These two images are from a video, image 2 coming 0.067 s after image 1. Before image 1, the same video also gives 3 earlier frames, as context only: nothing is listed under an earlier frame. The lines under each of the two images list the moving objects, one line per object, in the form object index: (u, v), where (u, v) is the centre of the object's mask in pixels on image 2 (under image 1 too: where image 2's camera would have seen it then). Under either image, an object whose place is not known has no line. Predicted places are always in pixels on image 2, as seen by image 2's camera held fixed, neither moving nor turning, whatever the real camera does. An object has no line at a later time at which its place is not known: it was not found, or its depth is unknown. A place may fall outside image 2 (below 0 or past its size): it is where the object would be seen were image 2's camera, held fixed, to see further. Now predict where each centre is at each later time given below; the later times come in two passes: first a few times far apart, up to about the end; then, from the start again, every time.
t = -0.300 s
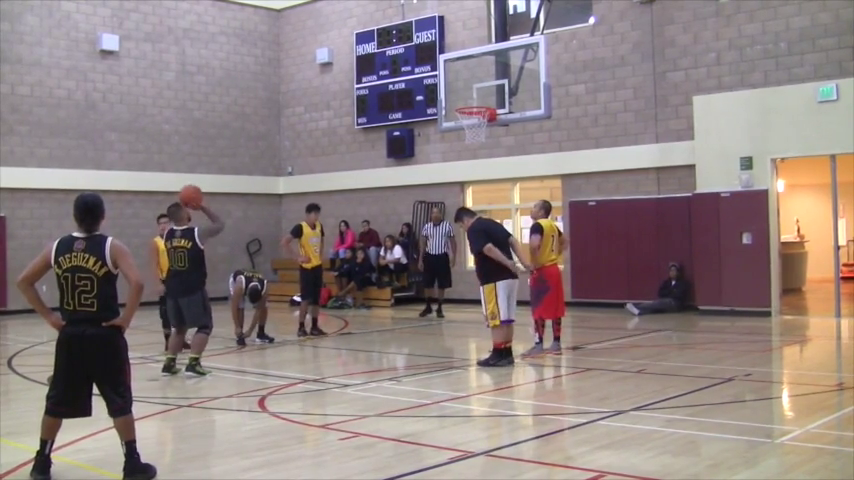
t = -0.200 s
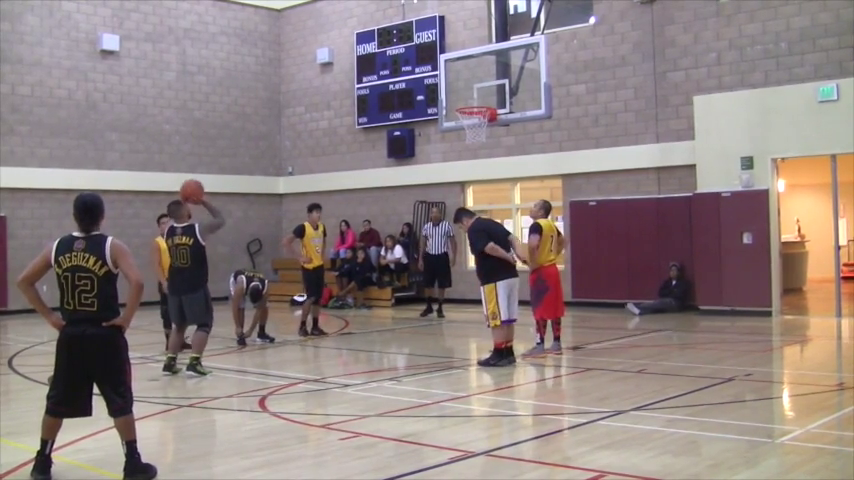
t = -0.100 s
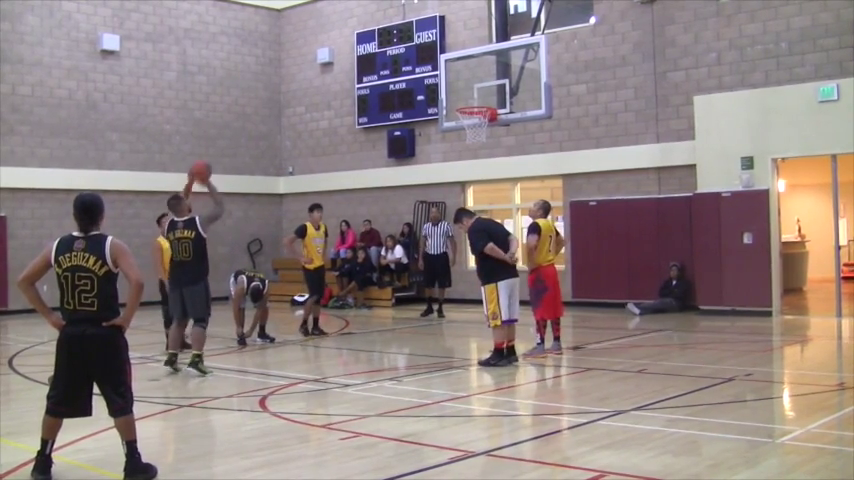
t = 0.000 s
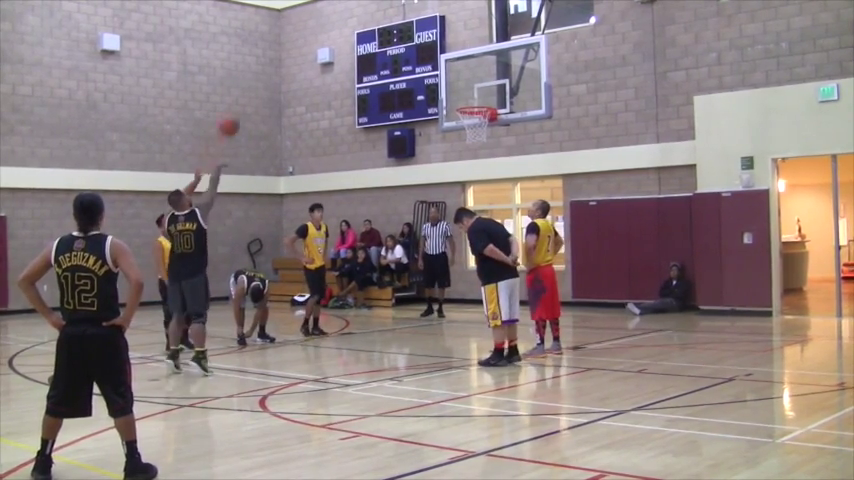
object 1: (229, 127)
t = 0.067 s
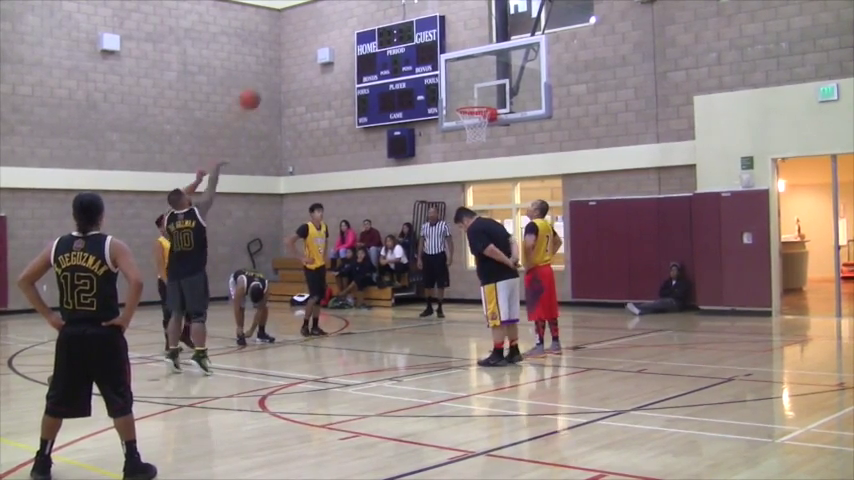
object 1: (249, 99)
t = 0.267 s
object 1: (307, 50)
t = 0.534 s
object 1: (378, 38)
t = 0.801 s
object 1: (440, 82)
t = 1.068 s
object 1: (444, 77)
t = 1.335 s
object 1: (429, 85)
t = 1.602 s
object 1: (413, 144)
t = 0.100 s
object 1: (259, 89)
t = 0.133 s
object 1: (269, 80)
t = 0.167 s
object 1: (280, 71)
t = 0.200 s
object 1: (289, 62)
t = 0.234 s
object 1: (298, 55)
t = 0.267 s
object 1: (307, 50)
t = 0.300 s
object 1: (317, 45)
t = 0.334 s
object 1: (327, 41)
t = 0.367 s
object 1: (336, 39)
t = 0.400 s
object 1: (344, 37)
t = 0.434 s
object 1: (352, 36)
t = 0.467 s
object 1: (361, 36)
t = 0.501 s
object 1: (370, 37)
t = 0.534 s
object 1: (378, 38)
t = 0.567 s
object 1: (387, 40)
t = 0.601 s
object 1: (394, 45)
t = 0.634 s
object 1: (402, 49)
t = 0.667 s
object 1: (410, 55)
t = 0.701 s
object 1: (418, 59)
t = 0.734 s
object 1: (425, 66)
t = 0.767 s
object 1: (434, 73)
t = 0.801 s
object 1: (440, 82)
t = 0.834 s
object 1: (448, 91)
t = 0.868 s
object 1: (455, 100)
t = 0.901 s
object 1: (454, 97)
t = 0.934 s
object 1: (453, 92)
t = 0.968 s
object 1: (451, 87)
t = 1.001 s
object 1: (449, 83)
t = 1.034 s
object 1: (446, 79)
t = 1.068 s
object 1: (444, 77)
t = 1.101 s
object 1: (442, 75)
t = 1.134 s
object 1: (440, 74)
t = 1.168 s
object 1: (438, 74)
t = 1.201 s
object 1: (436, 75)
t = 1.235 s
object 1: (434, 76)
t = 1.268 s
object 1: (432, 79)
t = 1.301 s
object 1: (430, 81)
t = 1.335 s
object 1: (429, 85)
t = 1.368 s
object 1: (427, 90)
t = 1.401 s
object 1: (424, 95)
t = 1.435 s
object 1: (422, 101)
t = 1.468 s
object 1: (421, 108)
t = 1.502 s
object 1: (418, 116)
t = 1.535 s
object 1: (416, 126)
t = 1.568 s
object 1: (415, 135)
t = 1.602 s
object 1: (413, 144)
